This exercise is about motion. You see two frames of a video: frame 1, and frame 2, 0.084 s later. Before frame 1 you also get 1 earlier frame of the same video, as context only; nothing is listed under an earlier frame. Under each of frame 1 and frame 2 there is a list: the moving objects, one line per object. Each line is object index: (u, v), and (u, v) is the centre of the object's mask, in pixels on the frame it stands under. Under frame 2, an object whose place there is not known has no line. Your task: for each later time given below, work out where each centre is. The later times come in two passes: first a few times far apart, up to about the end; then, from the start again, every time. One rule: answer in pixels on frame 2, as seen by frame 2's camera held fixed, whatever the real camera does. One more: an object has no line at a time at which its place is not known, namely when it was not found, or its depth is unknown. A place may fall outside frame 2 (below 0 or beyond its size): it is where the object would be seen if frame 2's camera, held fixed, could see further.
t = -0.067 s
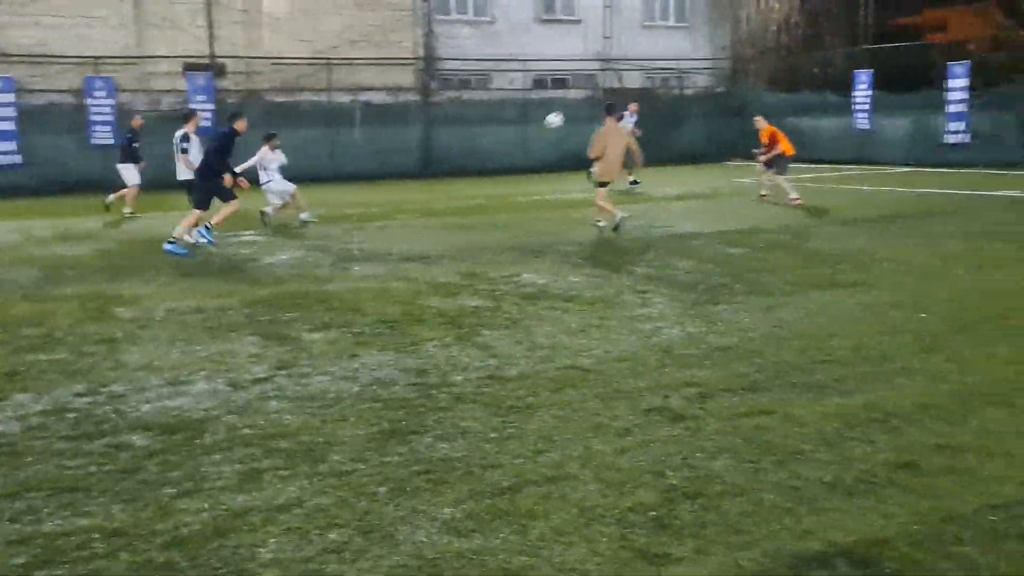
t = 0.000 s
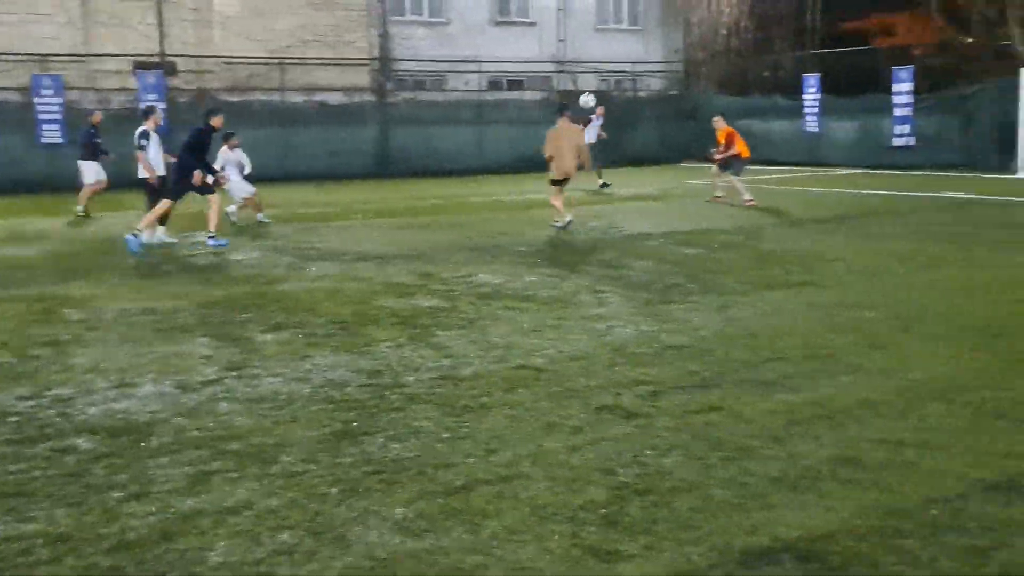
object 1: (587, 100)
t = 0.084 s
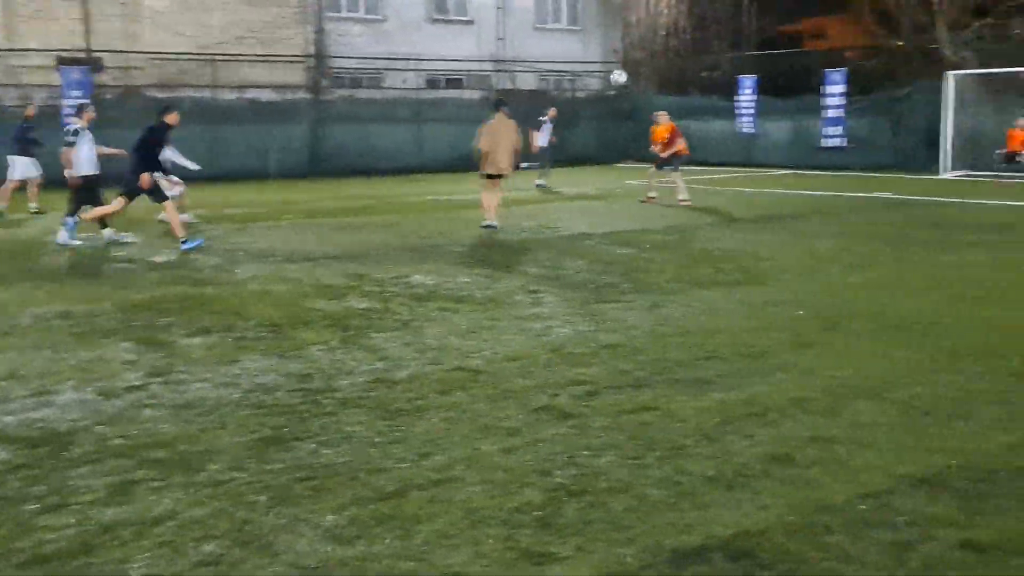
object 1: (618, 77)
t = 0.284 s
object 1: (837, 42)
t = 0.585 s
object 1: (1151, 32)
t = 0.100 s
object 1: (640, 73)
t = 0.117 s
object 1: (655, 70)
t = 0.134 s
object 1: (674, 67)
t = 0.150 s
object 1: (695, 63)
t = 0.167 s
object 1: (711, 60)
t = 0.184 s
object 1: (729, 57)
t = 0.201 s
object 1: (750, 54)
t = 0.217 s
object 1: (766, 52)
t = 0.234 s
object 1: (784, 49)
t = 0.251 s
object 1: (805, 47)
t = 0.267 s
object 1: (820, 44)
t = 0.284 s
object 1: (837, 42)
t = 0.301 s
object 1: (858, 40)
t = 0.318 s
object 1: (875, 39)
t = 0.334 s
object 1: (892, 37)
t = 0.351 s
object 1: (910, 36)
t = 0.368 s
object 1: (927, 34)
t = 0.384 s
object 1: (943, 33)
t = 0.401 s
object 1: (963, 33)
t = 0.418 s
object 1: (980, 32)
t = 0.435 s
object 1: (996, 31)
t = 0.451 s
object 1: (1015, 31)
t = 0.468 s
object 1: (1032, 30)
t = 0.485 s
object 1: (1048, 30)
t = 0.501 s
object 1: (1068, 30)
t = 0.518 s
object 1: (1084, 30)
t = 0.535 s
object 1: (1100, 30)
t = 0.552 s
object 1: (1119, 31)
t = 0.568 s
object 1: (1135, 31)
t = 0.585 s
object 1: (1151, 32)
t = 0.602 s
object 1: (1170, 33)
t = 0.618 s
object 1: (1186, 35)
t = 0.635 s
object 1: (1201, 36)
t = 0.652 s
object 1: (1220, 37)
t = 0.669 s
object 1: (1235, 38)
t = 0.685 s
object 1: (1251, 40)
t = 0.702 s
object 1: (1269, 42)
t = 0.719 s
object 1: (1285, 44)
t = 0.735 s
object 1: (1300, 46)
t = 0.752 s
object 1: (1318, 48)
